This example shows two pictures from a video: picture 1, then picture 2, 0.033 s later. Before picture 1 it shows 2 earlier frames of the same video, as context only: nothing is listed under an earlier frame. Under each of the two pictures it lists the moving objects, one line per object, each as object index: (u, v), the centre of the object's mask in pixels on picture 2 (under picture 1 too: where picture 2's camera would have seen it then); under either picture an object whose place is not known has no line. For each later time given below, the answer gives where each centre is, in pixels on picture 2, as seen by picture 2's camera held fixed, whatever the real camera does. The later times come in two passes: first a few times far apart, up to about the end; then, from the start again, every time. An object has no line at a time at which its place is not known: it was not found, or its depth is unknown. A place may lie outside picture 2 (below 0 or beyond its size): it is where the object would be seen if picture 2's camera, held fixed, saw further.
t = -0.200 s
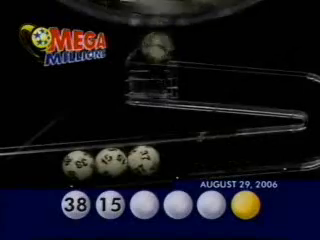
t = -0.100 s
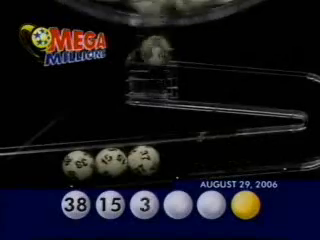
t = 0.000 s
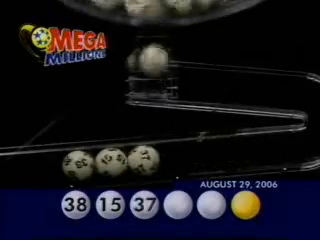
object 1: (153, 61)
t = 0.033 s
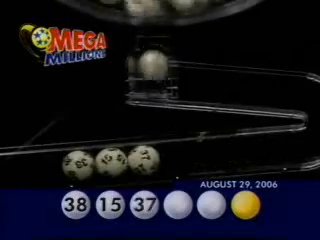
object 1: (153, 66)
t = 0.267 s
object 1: (178, 86)
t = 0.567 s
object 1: (292, 95)
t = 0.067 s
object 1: (151, 75)
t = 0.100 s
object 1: (151, 76)
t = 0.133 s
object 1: (149, 79)
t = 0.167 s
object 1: (152, 81)
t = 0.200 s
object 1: (158, 82)
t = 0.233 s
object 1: (169, 84)
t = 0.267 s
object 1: (178, 86)
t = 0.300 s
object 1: (188, 87)
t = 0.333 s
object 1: (201, 88)
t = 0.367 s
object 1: (213, 89)
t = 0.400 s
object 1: (225, 90)
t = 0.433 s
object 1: (237, 90)
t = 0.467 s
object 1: (250, 92)
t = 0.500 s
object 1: (263, 92)
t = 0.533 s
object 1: (277, 93)
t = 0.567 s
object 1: (292, 95)
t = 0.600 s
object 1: (304, 98)
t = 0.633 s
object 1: (312, 104)
